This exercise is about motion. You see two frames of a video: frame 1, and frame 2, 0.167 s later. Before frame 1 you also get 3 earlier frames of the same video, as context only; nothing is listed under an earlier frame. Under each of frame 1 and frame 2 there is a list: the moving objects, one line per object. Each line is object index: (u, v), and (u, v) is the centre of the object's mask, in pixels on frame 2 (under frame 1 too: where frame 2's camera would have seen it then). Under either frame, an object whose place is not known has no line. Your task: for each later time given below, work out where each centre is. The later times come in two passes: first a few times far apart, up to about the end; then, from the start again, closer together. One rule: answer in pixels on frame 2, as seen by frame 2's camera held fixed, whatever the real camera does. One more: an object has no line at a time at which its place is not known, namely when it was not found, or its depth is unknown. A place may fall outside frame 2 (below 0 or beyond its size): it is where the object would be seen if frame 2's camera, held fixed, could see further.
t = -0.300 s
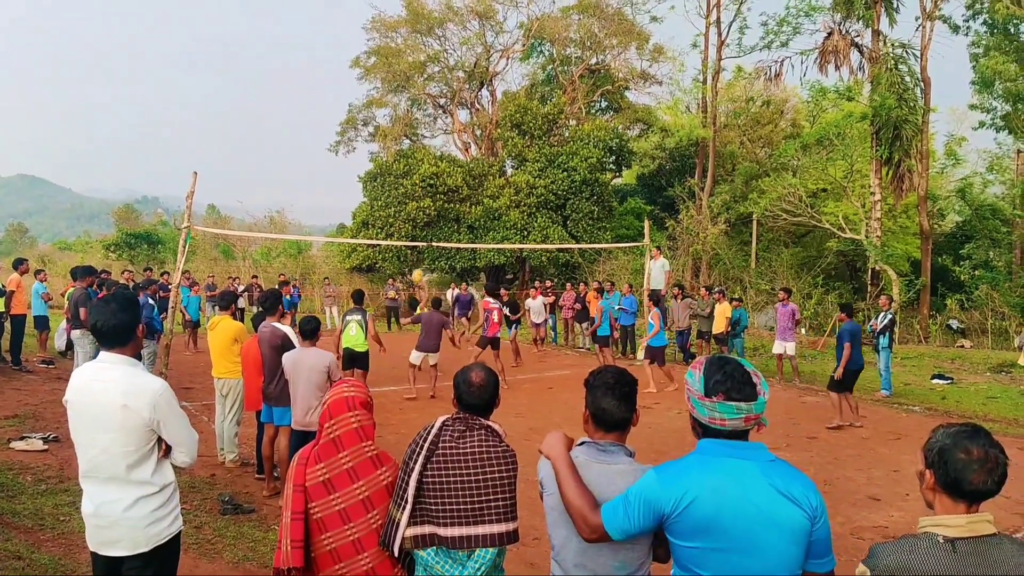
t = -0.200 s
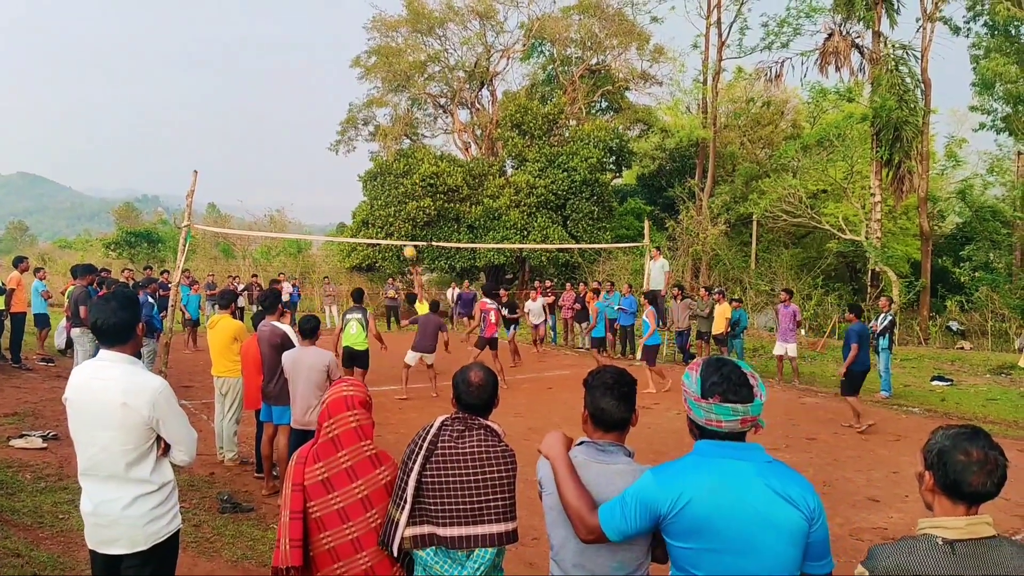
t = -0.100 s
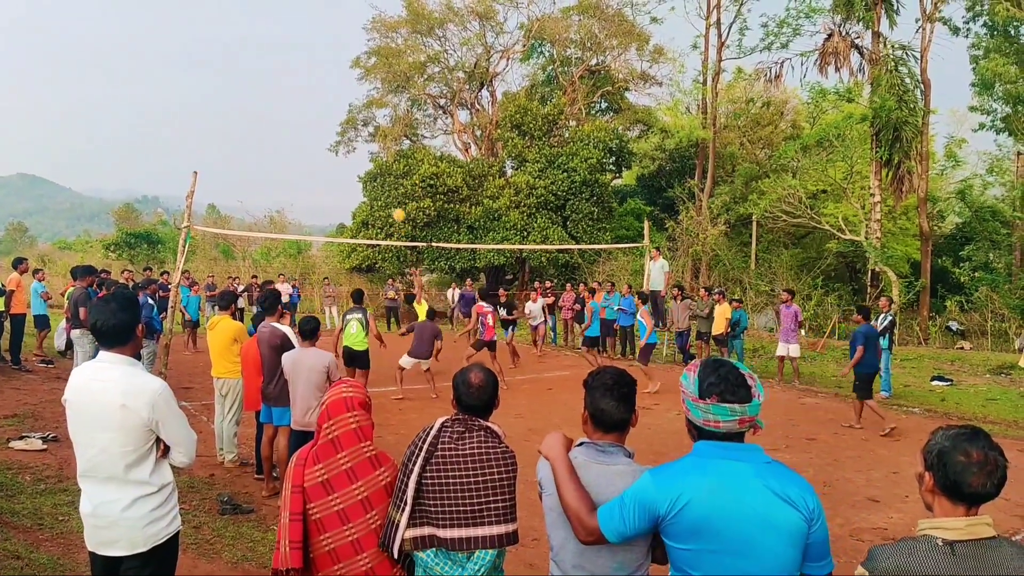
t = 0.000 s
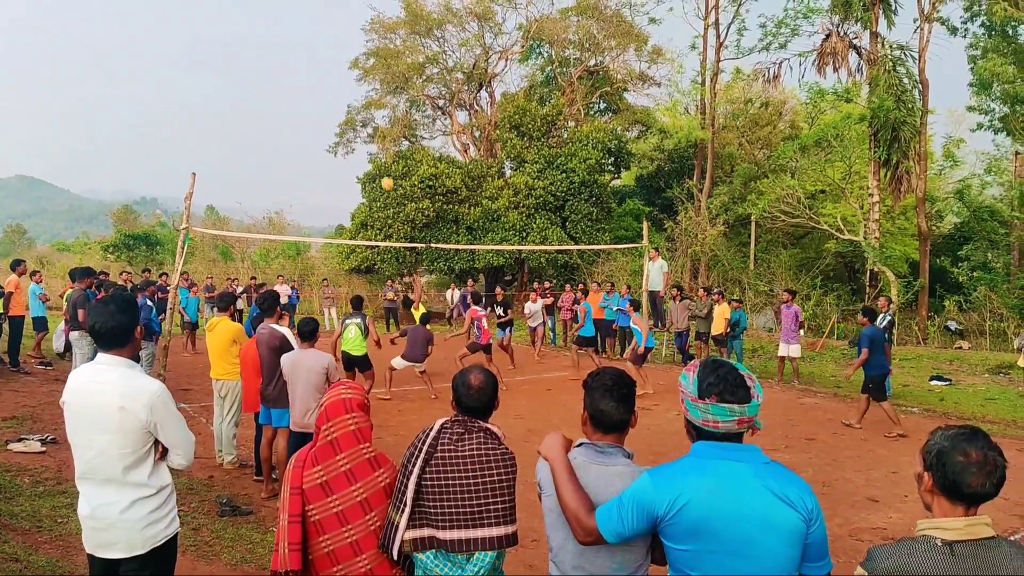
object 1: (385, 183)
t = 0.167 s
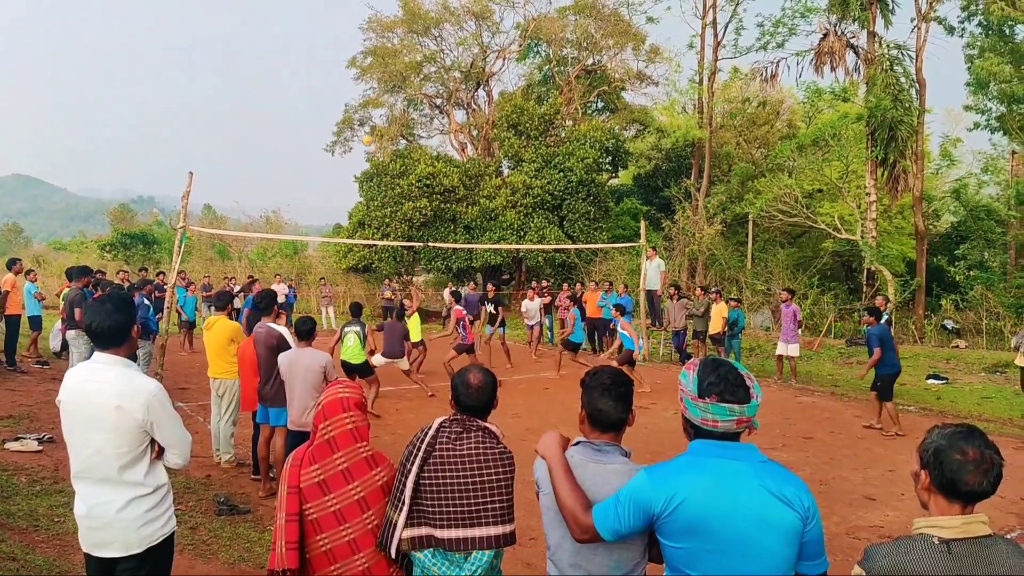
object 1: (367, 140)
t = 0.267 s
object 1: (356, 122)
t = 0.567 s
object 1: (326, 101)
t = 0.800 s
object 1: (302, 122)
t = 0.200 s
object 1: (363, 134)
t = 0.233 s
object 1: (360, 128)
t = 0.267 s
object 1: (356, 122)
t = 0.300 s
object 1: (353, 118)
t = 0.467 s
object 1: (337, 103)
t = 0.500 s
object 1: (333, 101)
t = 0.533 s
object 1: (330, 101)
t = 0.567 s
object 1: (326, 101)
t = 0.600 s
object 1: (323, 102)
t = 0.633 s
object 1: (319, 103)
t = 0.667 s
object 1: (316, 106)
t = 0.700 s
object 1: (313, 108)
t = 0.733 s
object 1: (309, 112)
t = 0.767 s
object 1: (306, 117)
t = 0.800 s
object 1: (302, 122)
